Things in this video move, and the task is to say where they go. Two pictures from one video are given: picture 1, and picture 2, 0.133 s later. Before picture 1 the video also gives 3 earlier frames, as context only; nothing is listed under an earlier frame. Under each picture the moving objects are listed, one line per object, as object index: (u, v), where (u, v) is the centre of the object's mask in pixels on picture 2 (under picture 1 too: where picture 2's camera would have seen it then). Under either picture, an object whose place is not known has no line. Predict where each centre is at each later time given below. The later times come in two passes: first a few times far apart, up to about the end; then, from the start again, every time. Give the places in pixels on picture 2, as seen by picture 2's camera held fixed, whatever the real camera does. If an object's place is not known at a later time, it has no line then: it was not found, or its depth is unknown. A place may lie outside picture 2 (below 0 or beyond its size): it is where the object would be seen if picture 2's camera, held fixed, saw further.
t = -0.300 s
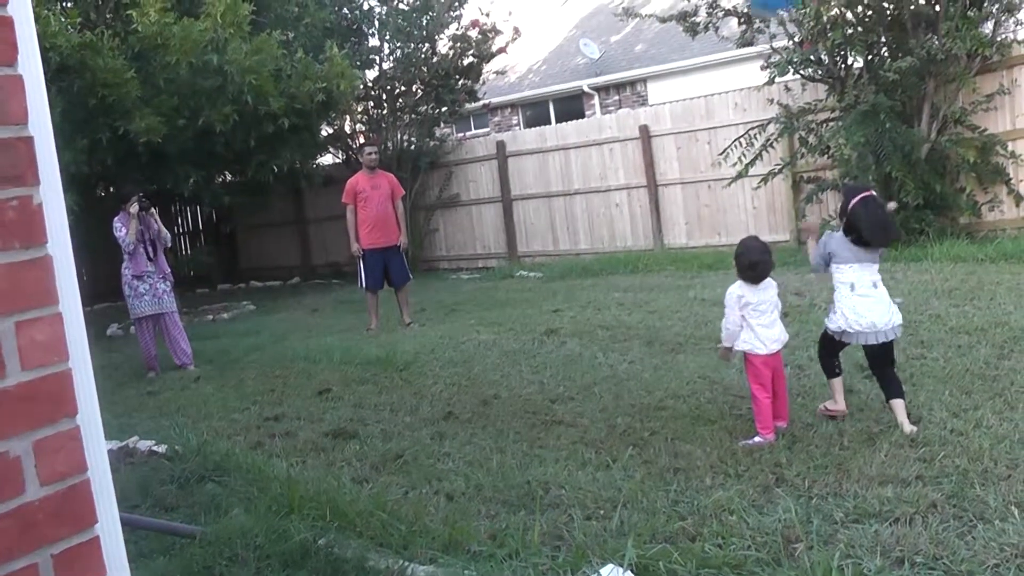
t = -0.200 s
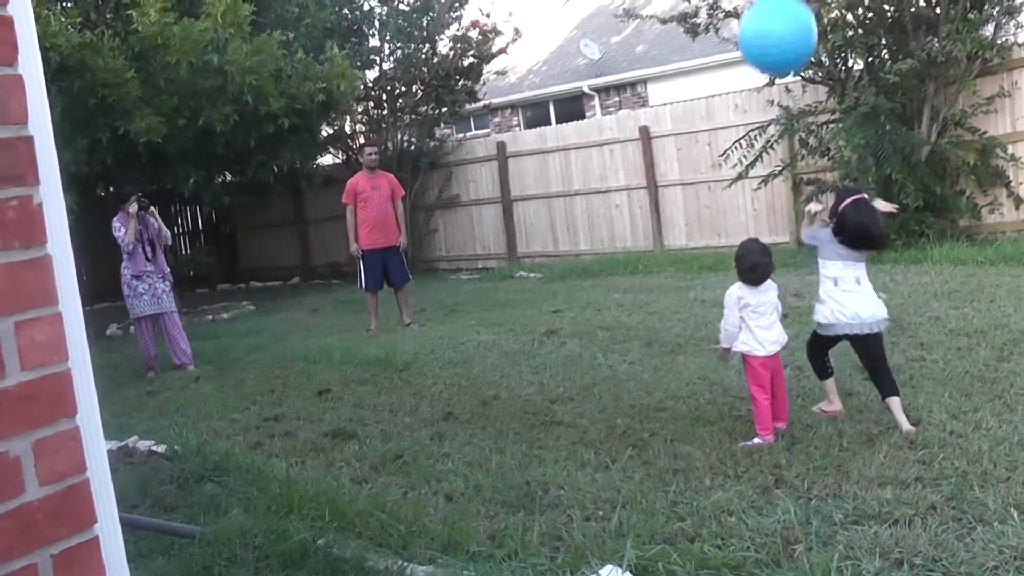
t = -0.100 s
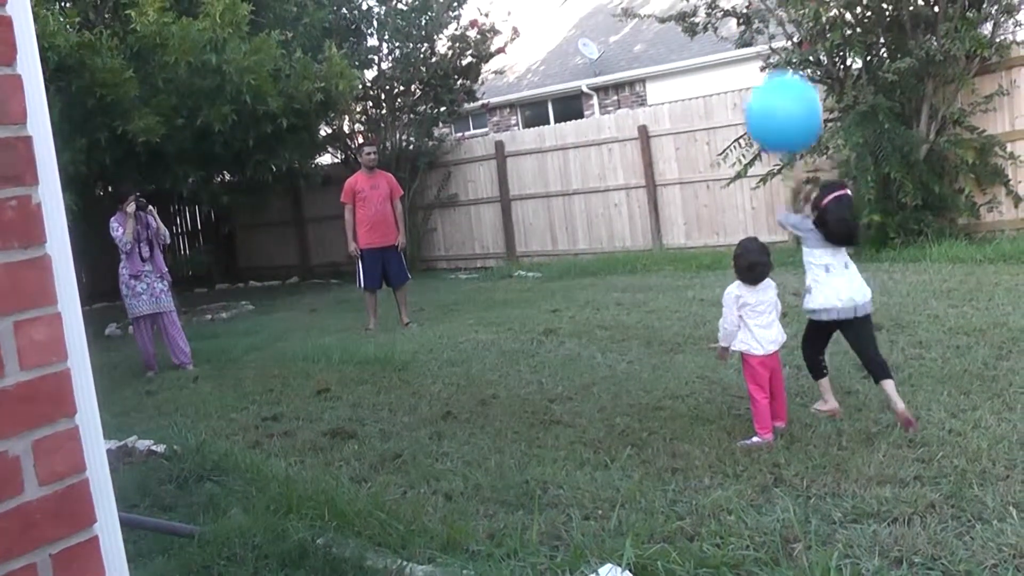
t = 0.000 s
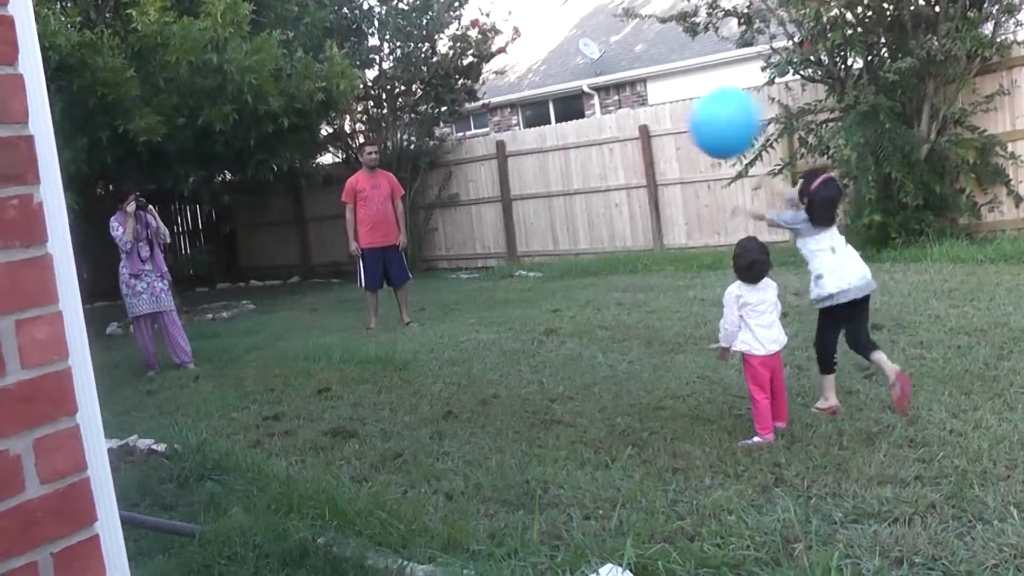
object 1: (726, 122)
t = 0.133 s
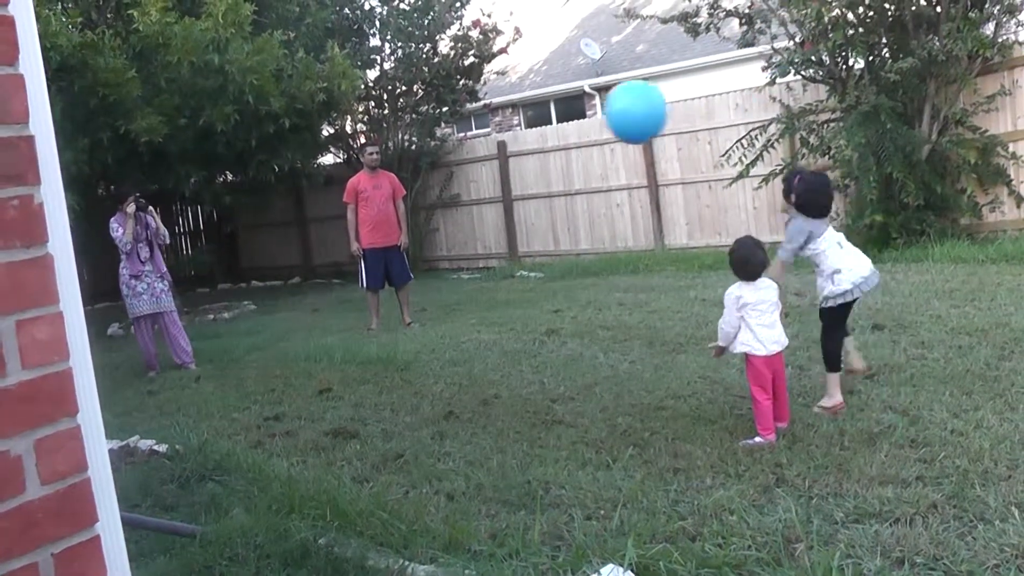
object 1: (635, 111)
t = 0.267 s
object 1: (573, 121)
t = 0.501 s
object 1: (501, 168)
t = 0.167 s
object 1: (618, 112)
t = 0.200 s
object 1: (601, 114)
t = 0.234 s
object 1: (586, 117)
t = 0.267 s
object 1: (573, 121)
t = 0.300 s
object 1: (560, 126)
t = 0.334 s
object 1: (549, 131)
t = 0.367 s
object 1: (537, 137)
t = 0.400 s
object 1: (527, 144)
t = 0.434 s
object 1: (518, 151)
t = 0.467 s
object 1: (508, 159)
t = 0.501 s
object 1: (501, 168)
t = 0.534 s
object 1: (492, 178)
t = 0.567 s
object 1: (485, 188)
